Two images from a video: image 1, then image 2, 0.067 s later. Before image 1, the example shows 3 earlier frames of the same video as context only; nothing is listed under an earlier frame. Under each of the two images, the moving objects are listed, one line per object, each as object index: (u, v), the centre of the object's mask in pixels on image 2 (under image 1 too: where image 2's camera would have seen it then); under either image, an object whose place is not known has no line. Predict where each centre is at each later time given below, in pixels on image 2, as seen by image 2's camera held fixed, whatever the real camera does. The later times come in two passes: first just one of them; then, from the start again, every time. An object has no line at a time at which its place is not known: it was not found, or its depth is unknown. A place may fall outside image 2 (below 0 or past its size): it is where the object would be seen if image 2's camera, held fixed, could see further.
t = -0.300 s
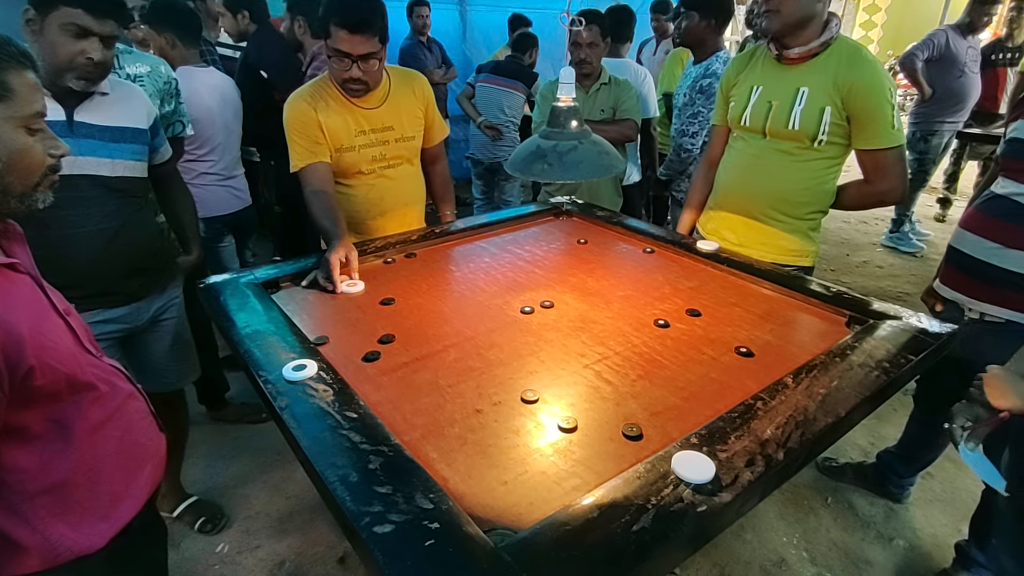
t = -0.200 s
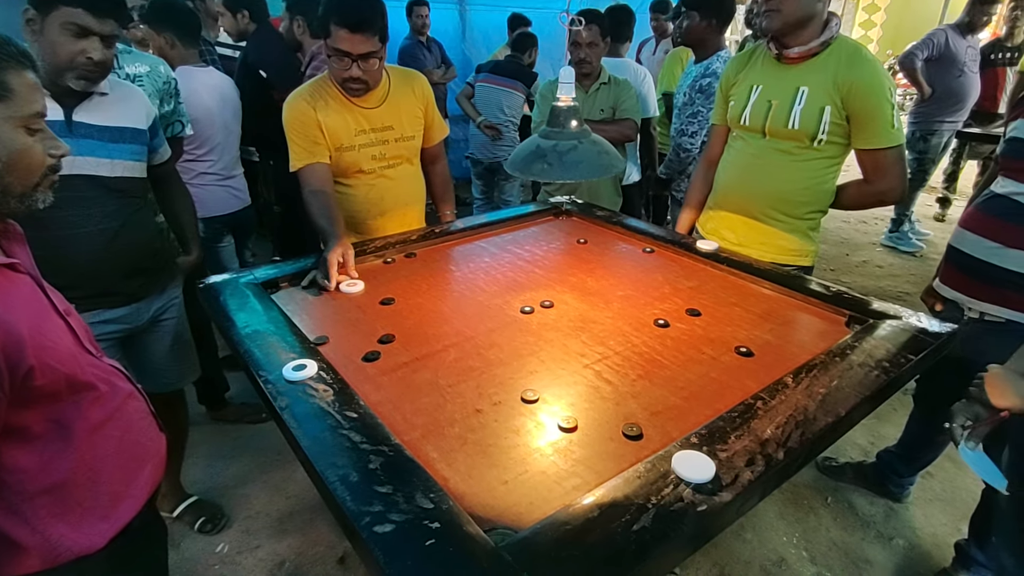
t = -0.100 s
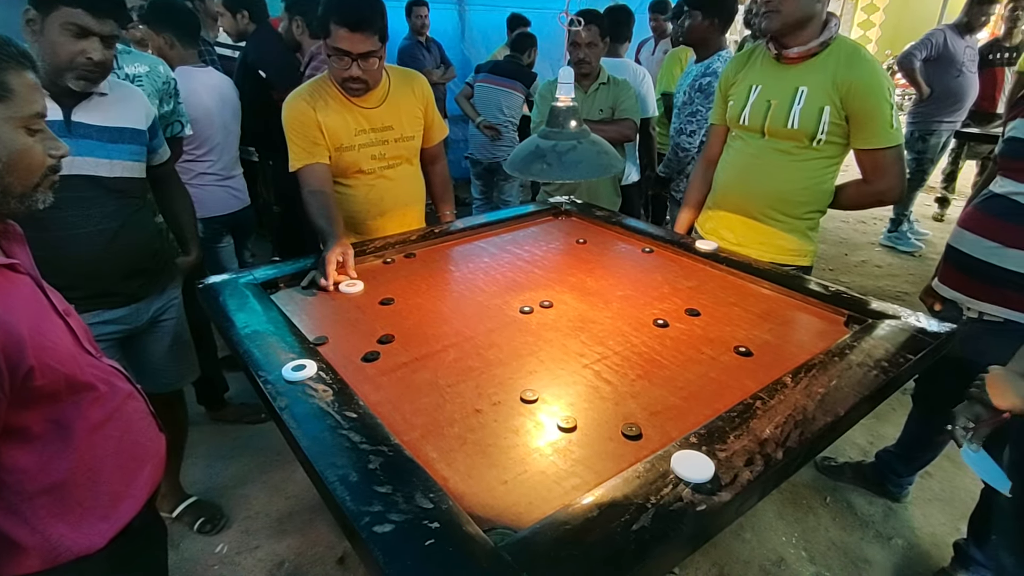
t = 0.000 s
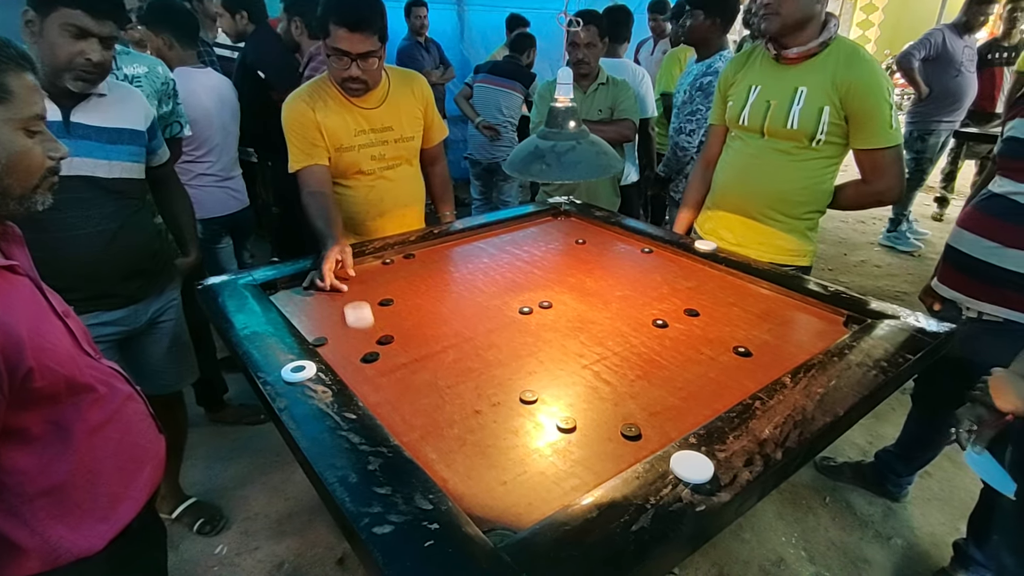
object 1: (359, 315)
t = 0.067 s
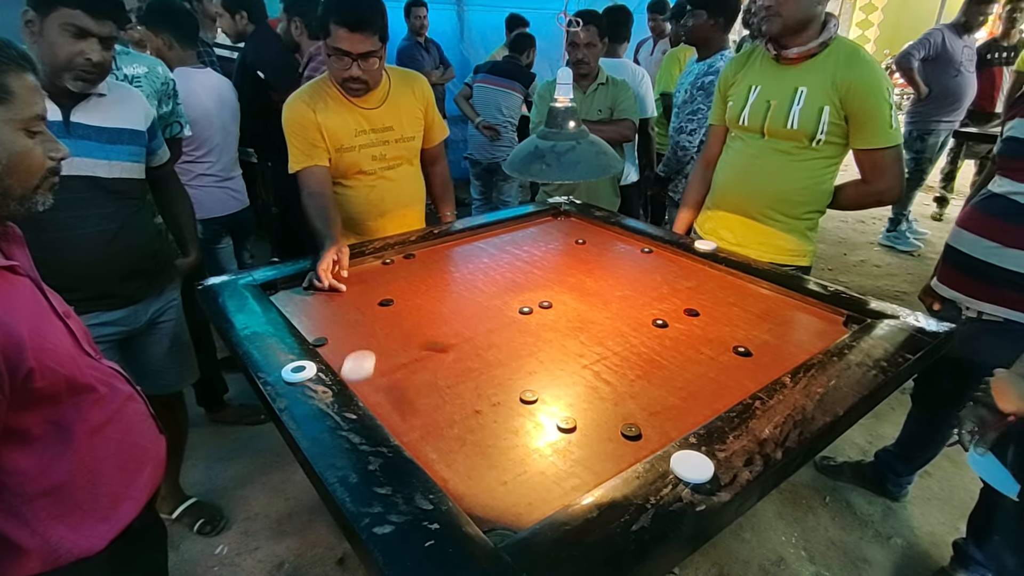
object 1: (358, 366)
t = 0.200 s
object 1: (480, 405)
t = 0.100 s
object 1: (375, 381)
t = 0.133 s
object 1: (409, 389)
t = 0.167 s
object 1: (444, 397)
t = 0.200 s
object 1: (480, 405)
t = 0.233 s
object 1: (516, 415)
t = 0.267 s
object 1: (551, 423)
